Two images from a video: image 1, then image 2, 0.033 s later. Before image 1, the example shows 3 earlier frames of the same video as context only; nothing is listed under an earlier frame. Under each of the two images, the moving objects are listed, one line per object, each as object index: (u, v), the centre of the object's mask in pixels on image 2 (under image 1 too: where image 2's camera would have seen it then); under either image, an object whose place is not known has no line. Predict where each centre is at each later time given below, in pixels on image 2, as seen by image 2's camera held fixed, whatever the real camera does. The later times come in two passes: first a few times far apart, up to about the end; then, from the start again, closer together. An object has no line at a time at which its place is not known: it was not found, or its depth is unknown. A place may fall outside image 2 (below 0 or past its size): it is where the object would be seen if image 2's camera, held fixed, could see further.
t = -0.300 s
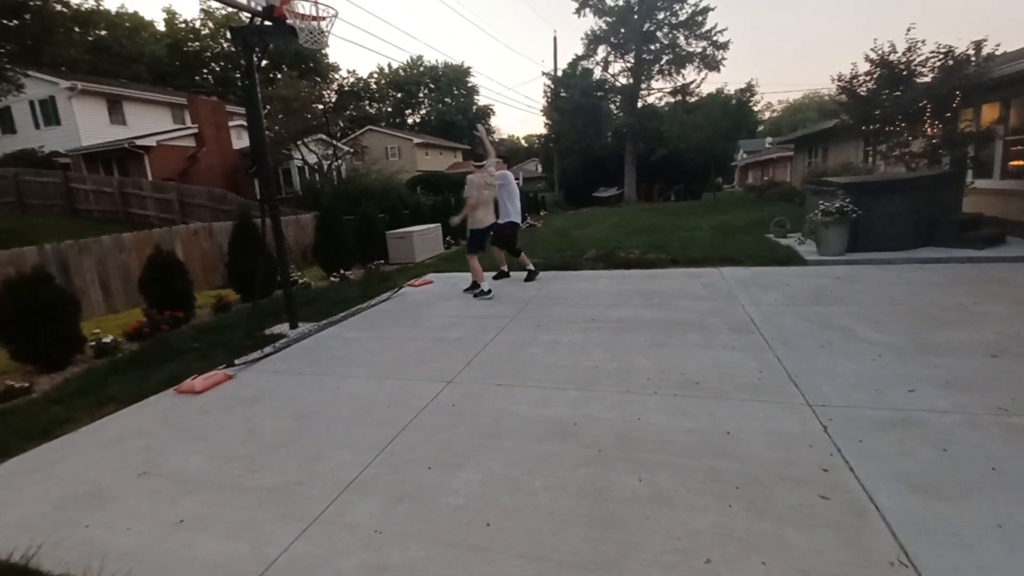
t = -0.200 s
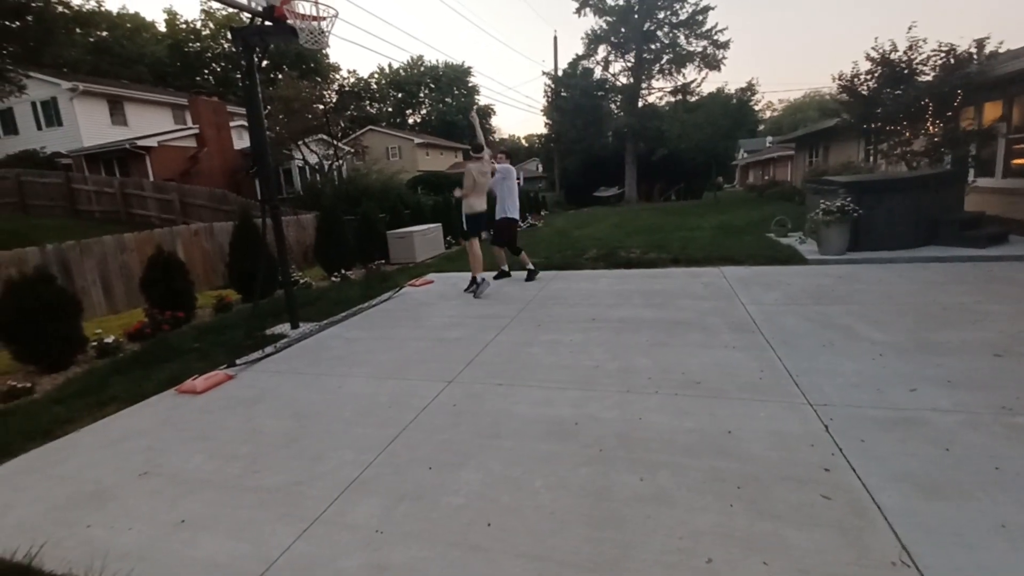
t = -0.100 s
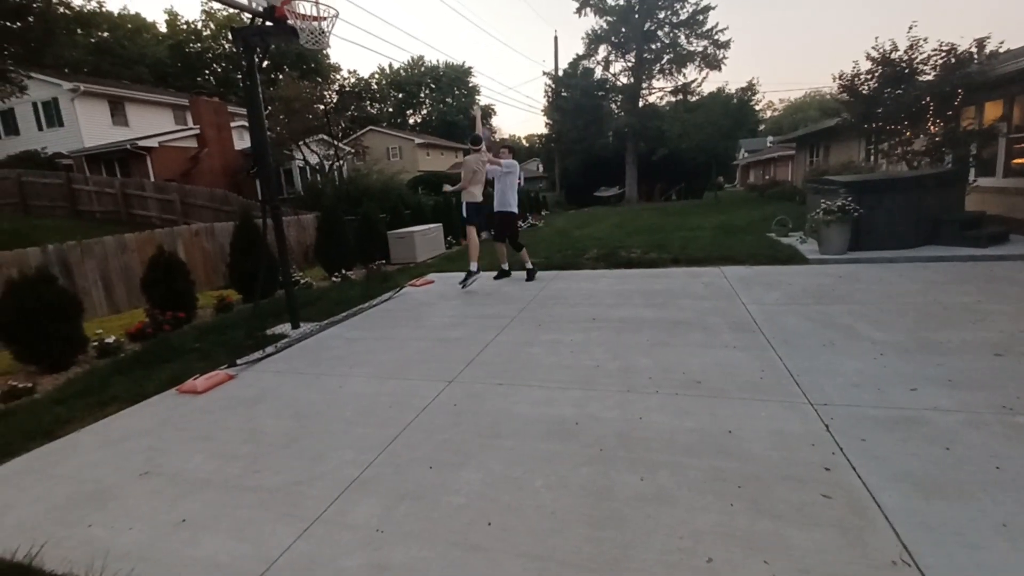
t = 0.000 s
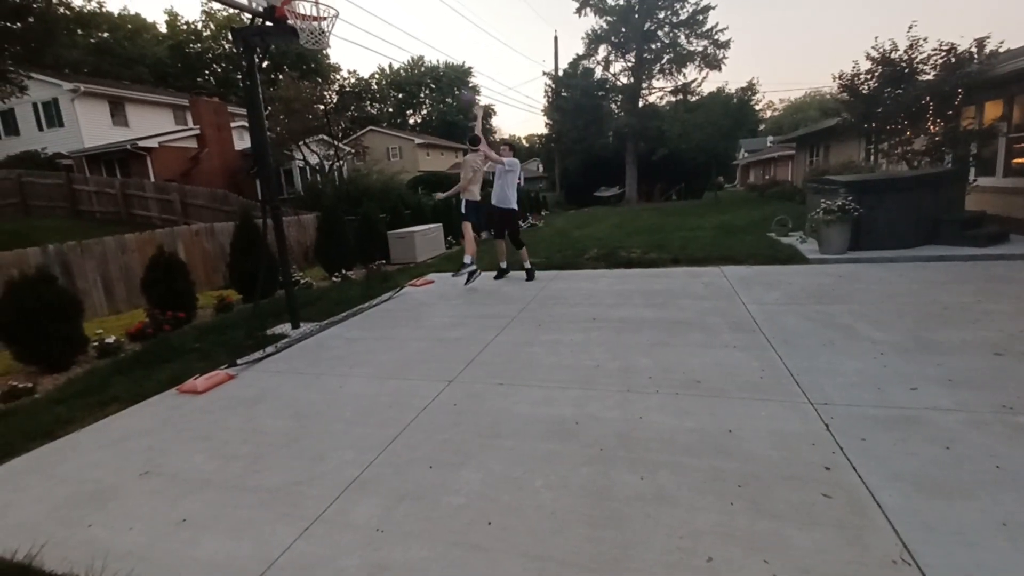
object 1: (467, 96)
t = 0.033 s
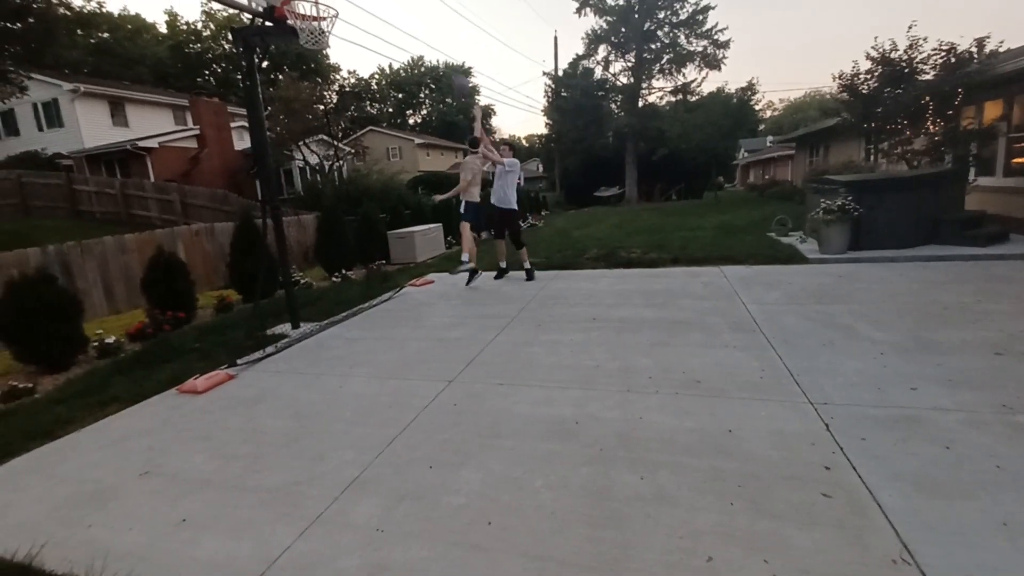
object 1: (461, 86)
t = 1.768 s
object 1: (324, 173)
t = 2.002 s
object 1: (315, 292)
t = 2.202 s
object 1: (299, 261)
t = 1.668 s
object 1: (329, 140)
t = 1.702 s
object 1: (326, 150)
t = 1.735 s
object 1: (327, 161)
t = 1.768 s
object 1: (324, 173)
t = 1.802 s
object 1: (321, 185)
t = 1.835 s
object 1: (318, 200)
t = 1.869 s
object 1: (316, 217)
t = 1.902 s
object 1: (315, 235)
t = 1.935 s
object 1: (315, 253)
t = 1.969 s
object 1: (314, 274)
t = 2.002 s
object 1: (315, 292)
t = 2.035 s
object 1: (315, 313)
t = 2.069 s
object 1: (315, 318)
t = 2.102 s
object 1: (310, 303)
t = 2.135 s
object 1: (306, 289)
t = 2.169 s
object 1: (302, 274)
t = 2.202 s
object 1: (299, 261)
